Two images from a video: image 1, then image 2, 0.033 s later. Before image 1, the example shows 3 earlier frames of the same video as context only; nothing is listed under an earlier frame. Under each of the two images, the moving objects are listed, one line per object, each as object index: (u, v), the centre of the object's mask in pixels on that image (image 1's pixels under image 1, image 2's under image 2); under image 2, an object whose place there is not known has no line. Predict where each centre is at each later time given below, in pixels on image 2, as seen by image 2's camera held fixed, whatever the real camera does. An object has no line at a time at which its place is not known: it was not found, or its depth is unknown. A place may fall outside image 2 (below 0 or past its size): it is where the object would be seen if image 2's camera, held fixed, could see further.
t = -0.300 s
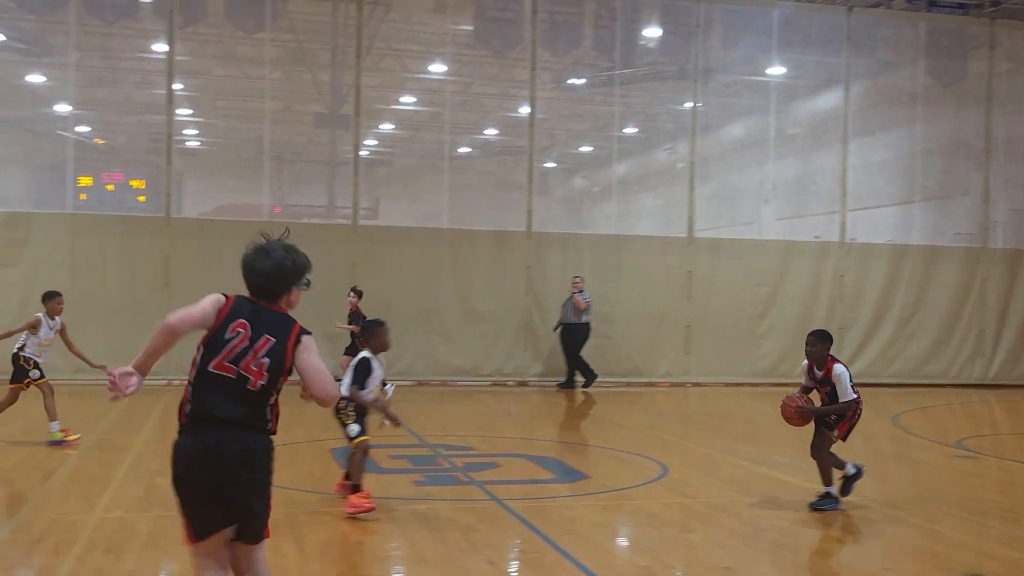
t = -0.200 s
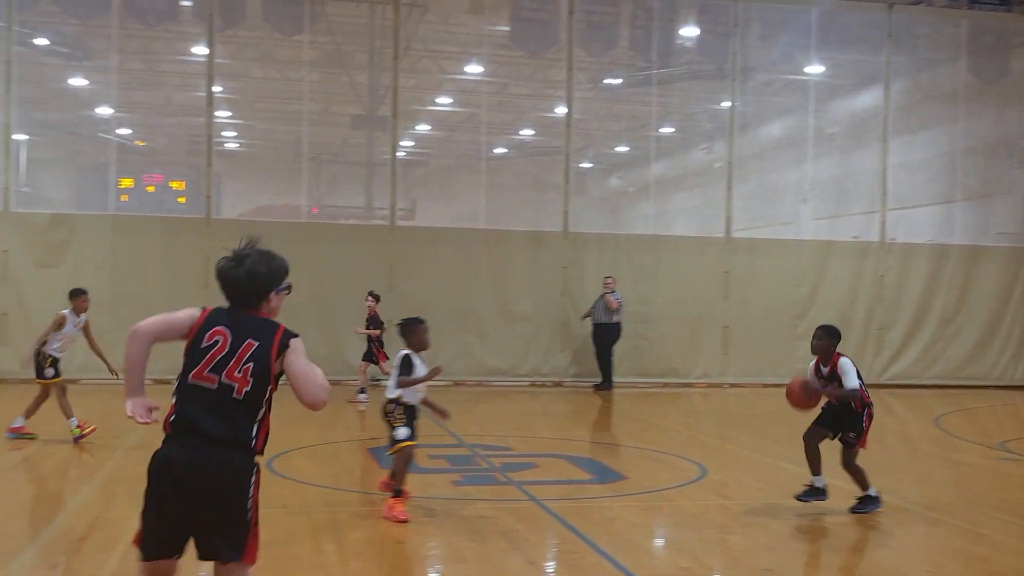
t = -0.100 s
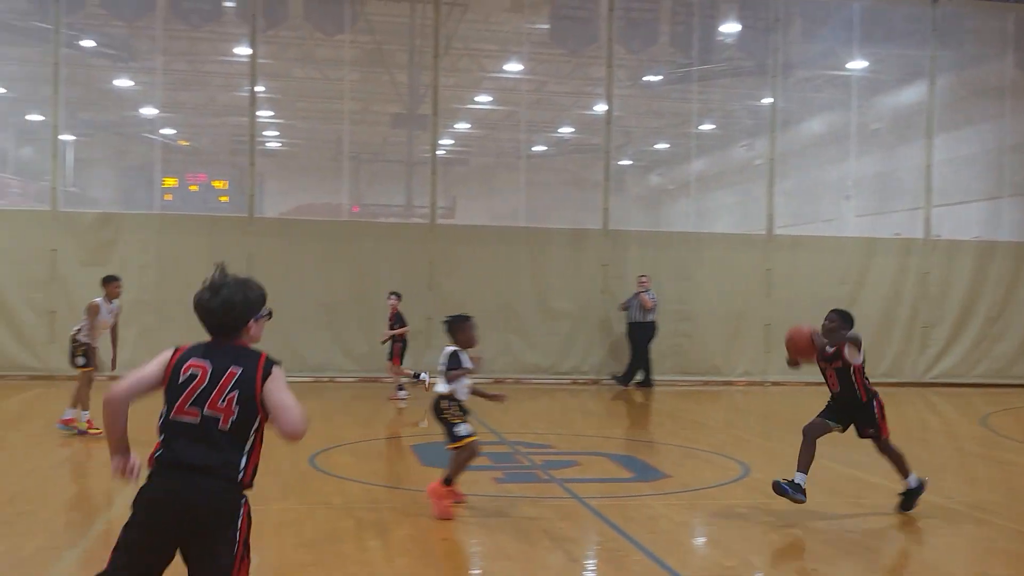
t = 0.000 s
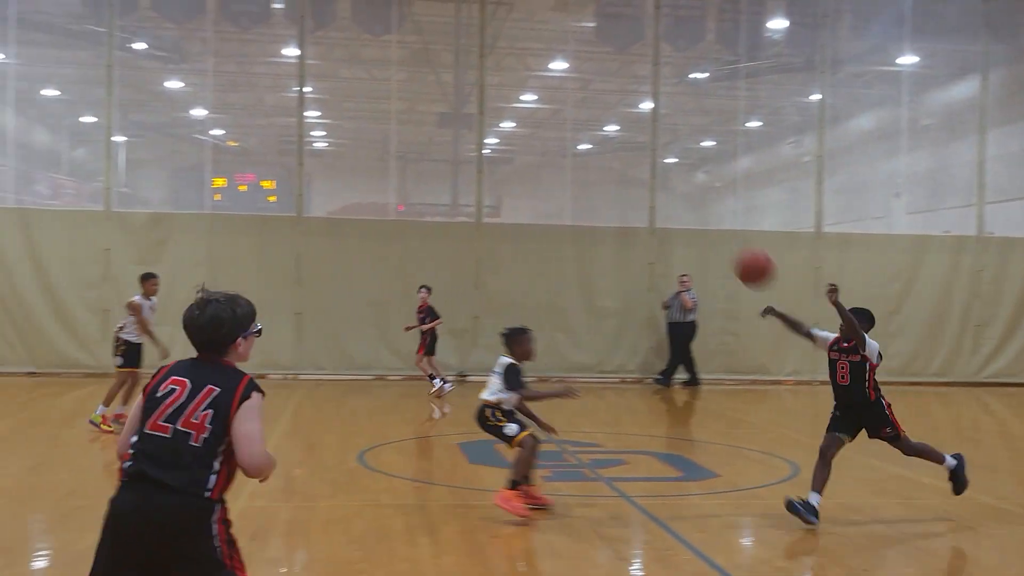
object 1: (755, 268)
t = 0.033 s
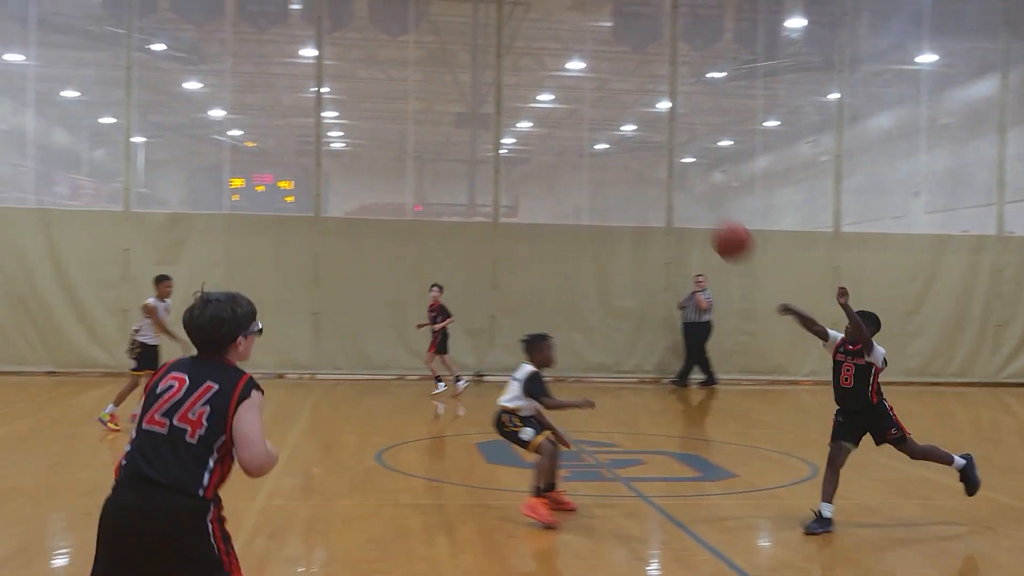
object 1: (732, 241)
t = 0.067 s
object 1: (691, 216)
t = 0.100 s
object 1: (646, 191)
